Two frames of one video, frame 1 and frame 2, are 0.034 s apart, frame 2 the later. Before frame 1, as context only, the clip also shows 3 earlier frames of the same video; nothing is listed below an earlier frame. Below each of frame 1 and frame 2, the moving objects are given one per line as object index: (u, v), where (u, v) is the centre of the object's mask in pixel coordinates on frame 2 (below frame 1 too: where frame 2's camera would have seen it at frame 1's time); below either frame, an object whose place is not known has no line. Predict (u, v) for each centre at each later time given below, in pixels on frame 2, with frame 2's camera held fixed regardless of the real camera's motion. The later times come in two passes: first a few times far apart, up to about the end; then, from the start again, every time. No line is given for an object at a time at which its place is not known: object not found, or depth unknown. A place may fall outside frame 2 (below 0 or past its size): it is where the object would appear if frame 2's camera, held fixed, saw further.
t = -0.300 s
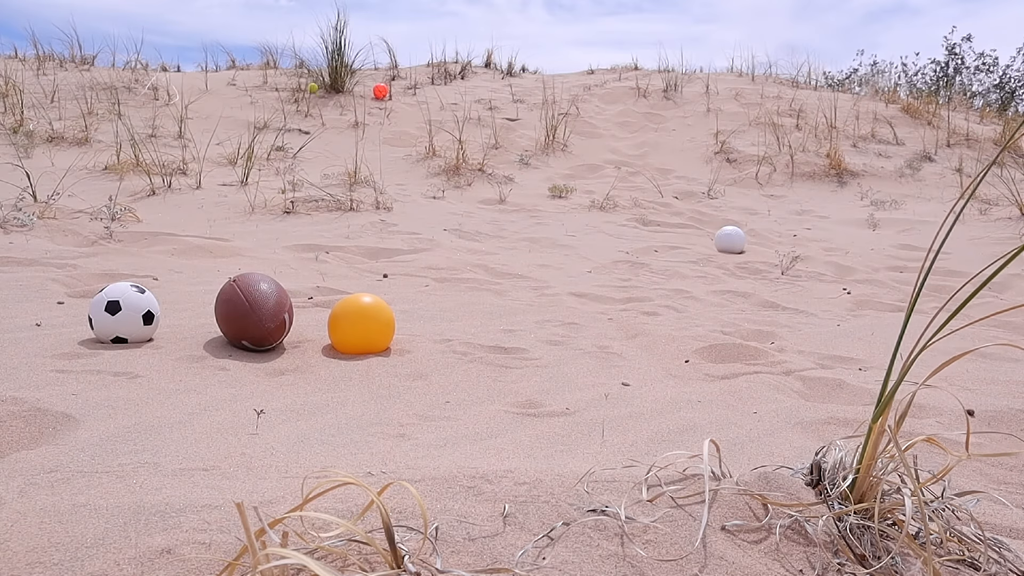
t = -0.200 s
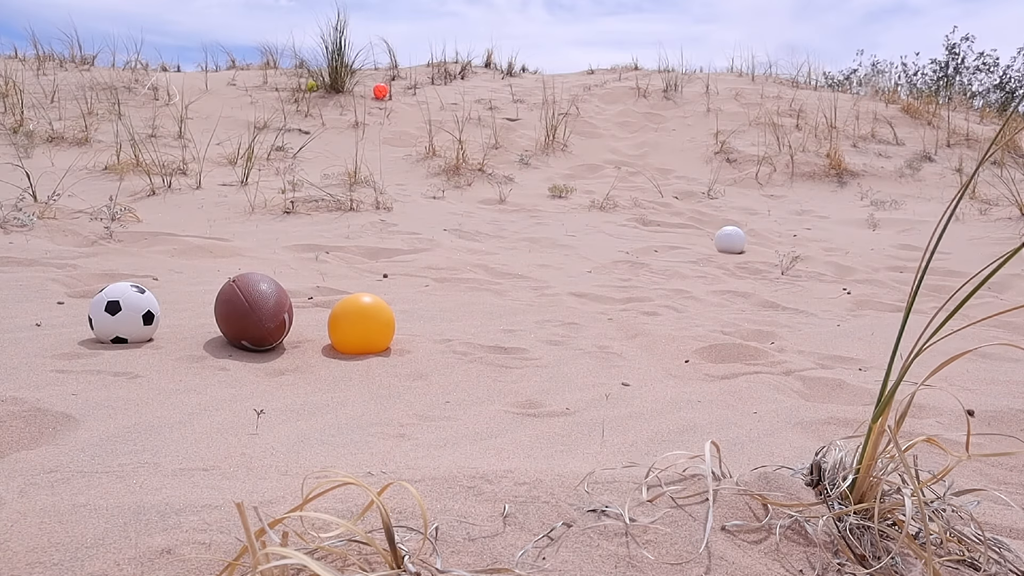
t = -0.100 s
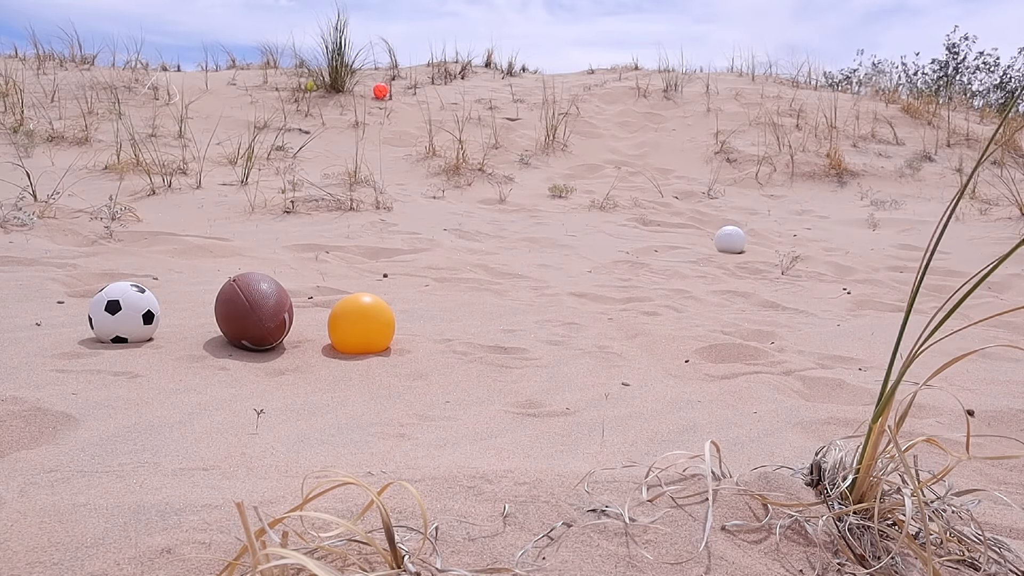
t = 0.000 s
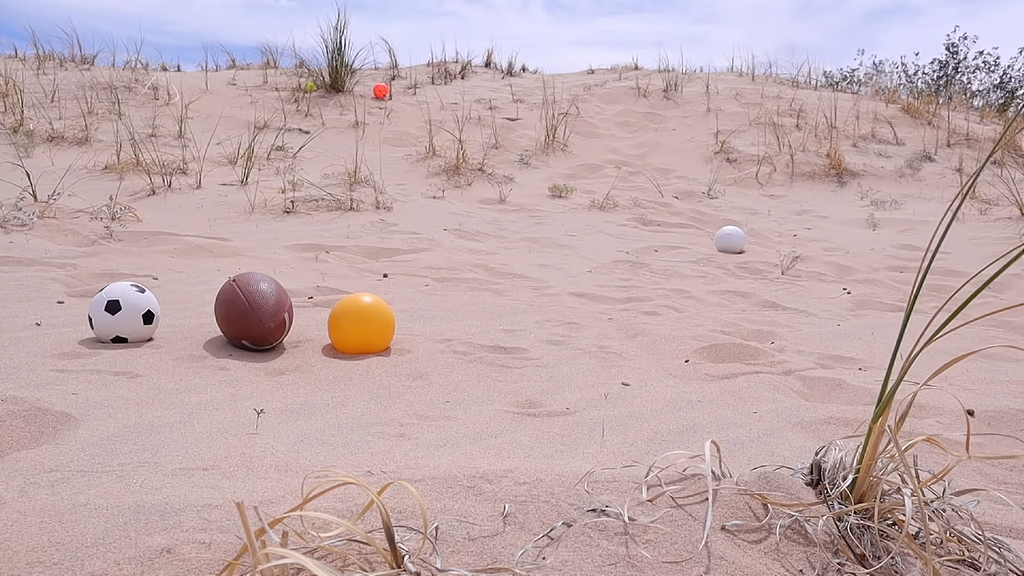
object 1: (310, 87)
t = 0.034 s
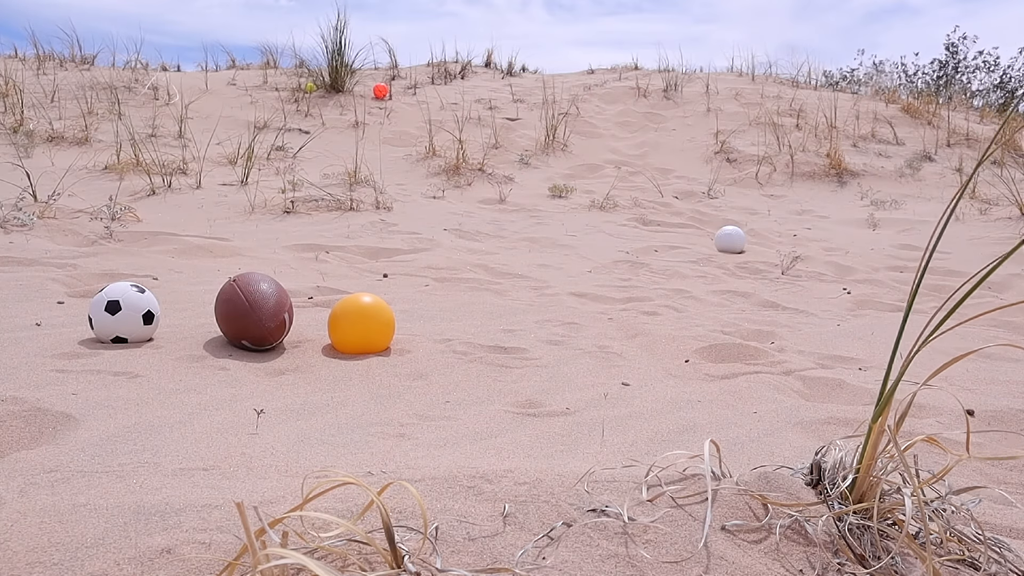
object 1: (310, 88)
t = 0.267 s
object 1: (314, 90)
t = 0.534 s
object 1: (326, 100)
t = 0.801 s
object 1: (341, 111)
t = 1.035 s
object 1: (353, 131)
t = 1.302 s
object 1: (370, 149)
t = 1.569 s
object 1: (392, 171)
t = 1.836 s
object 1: (417, 190)
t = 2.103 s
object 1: (452, 219)
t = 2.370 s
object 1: (516, 243)
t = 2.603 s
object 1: (593, 271)
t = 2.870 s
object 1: (706, 297)
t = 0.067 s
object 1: (310, 88)
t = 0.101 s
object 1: (310, 88)
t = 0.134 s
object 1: (310, 88)
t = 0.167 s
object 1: (310, 88)
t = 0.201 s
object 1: (311, 89)
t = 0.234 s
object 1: (313, 90)
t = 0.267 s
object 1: (314, 90)
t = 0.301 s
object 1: (315, 91)
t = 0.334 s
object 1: (316, 92)
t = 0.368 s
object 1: (318, 93)
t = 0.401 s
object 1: (319, 94)
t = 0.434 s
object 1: (321, 95)
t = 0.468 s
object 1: (323, 97)
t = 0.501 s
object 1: (324, 98)
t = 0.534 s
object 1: (326, 100)
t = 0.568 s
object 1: (328, 101)
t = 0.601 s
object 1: (330, 103)
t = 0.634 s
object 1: (332, 105)
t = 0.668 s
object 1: (334, 106)
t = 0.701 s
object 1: (336, 107)
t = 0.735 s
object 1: (338, 109)
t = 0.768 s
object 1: (339, 110)
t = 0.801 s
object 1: (341, 111)
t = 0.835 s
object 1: (342, 113)
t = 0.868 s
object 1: (344, 116)
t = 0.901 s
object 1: (346, 119)
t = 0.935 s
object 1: (348, 122)
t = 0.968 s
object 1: (349, 126)
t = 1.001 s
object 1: (351, 128)
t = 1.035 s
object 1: (353, 131)
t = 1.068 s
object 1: (356, 133)
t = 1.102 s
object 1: (358, 136)
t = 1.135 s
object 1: (360, 139)
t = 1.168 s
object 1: (361, 141)
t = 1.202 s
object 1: (363, 143)
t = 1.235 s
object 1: (366, 145)
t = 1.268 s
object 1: (368, 147)
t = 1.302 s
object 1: (370, 149)
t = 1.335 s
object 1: (373, 151)
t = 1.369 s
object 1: (375, 155)
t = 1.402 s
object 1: (378, 157)
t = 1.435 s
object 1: (381, 160)
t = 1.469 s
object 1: (384, 162)
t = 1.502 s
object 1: (386, 166)
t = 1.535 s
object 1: (389, 169)
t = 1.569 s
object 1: (392, 171)
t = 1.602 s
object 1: (395, 175)
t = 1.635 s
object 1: (398, 177)
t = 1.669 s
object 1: (401, 179)
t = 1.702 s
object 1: (404, 180)
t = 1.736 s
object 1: (407, 184)
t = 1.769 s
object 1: (411, 188)
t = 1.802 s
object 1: (414, 189)
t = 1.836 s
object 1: (417, 190)
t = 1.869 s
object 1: (420, 193)
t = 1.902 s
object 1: (424, 199)
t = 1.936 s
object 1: (427, 202)
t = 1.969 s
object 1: (432, 205)
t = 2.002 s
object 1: (436, 209)
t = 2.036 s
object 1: (441, 212)
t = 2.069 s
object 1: (447, 216)
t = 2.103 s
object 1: (452, 219)
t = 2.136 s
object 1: (459, 223)
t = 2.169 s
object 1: (466, 225)
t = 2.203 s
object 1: (473, 229)
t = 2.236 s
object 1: (482, 232)
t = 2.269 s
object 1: (490, 233)
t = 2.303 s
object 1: (498, 237)
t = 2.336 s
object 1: (508, 241)
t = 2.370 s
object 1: (516, 243)
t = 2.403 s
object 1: (526, 247)
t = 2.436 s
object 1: (536, 250)
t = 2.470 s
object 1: (547, 255)
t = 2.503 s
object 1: (558, 259)
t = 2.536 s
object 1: (569, 262)
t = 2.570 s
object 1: (581, 266)
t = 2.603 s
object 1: (593, 271)
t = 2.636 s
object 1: (606, 273)
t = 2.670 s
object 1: (620, 278)
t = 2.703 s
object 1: (634, 282)
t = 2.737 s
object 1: (648, 286)
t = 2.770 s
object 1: (662, 284)
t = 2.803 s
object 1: (676, 286)
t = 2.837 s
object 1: (691, 294)
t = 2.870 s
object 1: (706, 297)
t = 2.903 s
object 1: (721, 303)
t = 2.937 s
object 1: (737, 308)
